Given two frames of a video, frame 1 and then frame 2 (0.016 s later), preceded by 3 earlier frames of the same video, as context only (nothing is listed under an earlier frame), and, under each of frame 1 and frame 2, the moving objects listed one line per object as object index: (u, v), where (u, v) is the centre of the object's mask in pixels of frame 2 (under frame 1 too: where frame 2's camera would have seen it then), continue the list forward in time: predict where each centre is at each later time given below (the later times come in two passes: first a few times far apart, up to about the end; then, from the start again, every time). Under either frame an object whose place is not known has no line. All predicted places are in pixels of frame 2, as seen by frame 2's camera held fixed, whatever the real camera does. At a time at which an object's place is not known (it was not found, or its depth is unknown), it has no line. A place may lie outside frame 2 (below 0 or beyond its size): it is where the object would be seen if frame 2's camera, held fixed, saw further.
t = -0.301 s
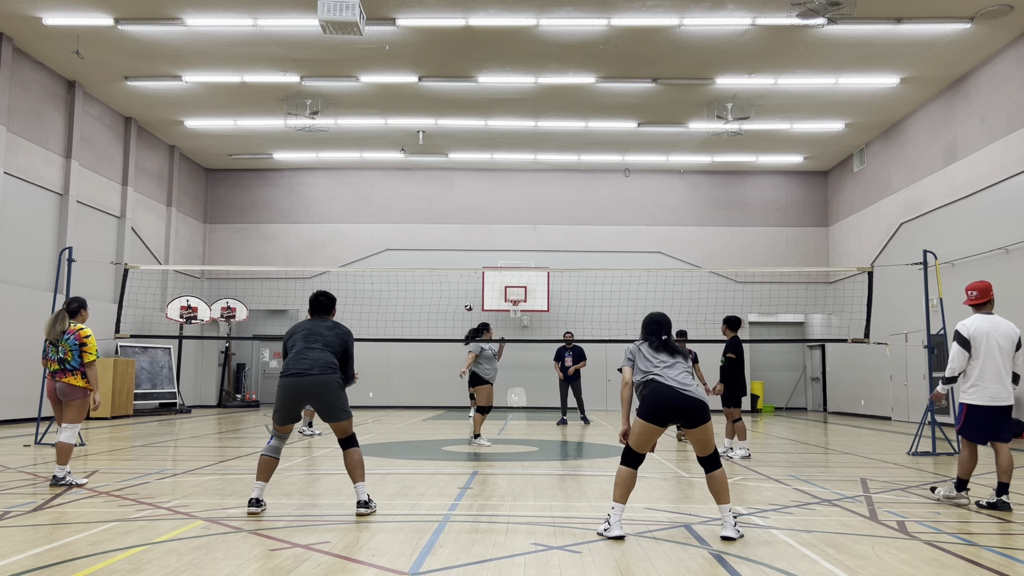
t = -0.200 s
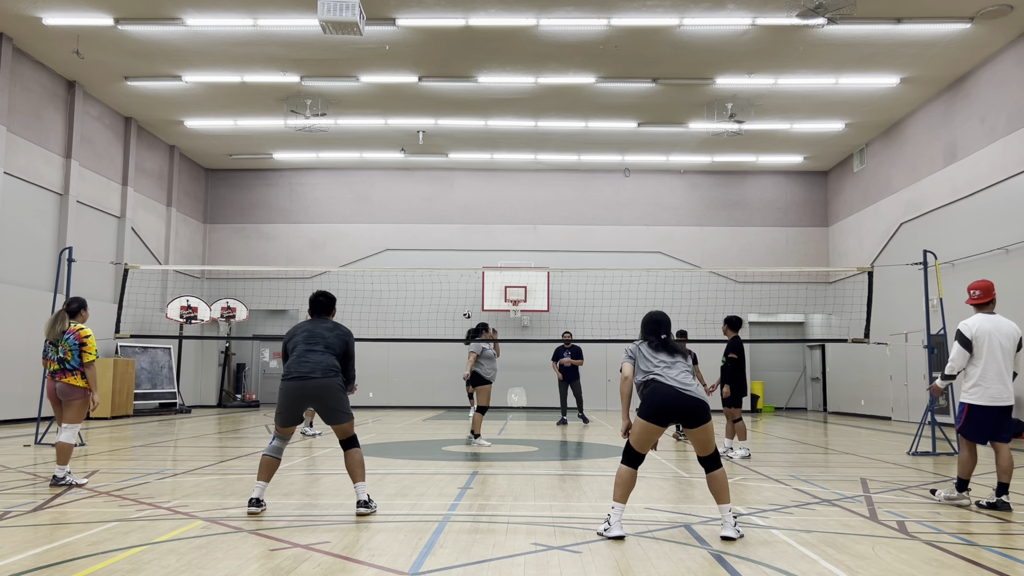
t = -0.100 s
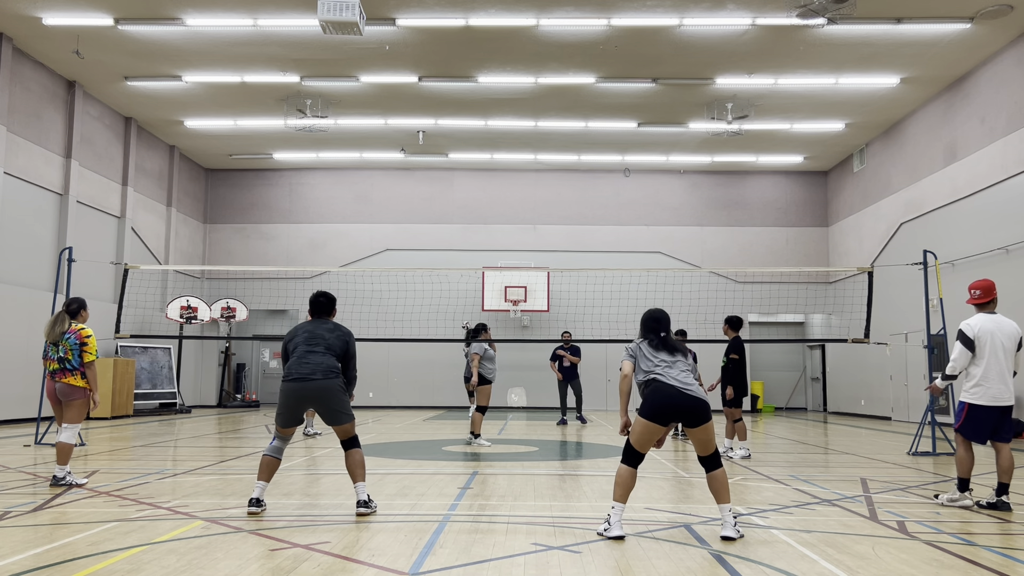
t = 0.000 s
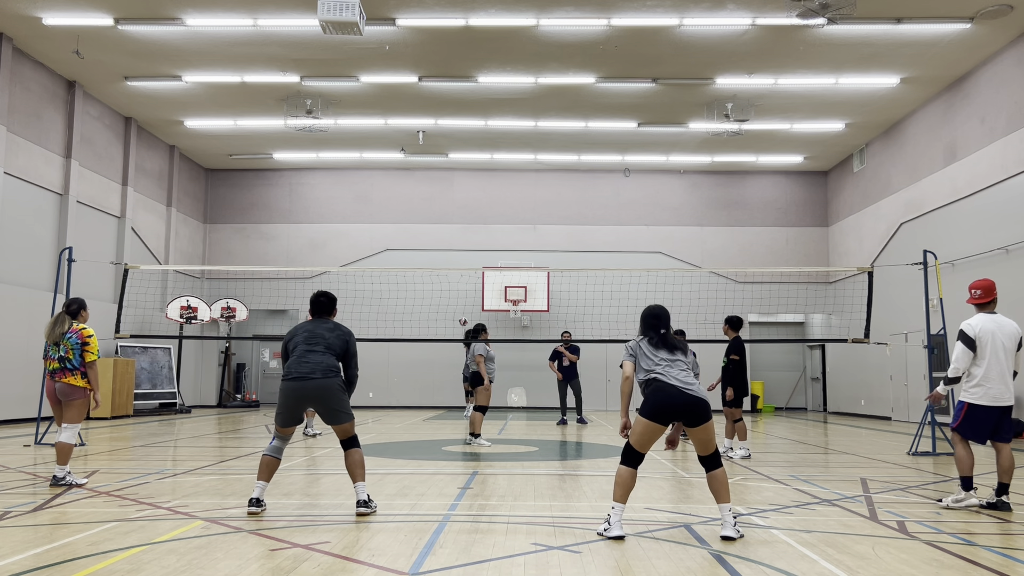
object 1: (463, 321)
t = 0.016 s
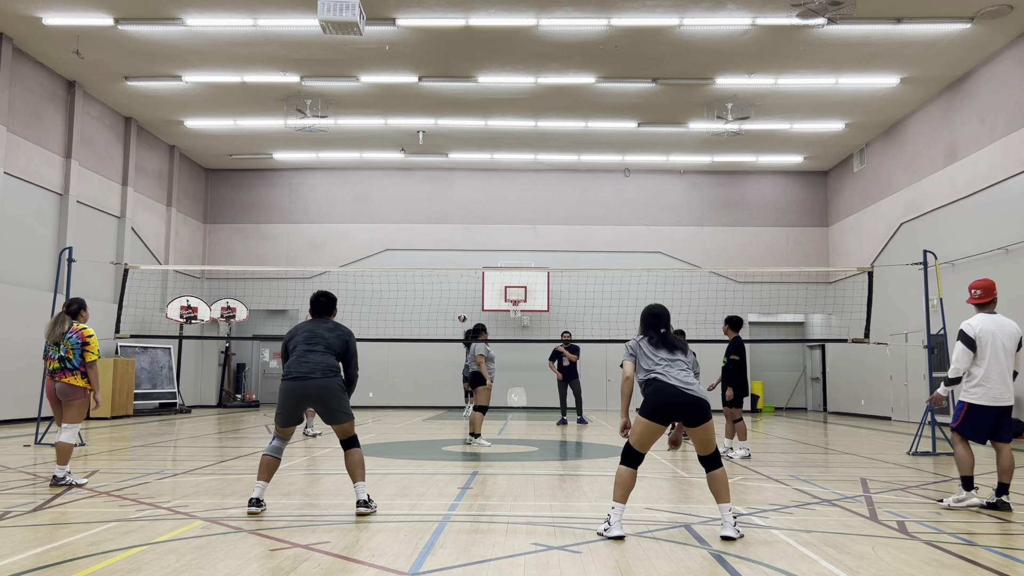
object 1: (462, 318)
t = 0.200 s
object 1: (455, 280)
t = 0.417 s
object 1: (447, 243)
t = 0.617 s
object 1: (440, 223)
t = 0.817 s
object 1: (433, 223)
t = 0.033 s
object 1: (462, 314)
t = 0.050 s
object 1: (461, 311)
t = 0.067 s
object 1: (460, 307)
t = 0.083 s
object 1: (460, 303)
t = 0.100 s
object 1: (459, 300)
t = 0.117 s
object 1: (458, 296)
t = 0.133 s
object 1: (458, 293)
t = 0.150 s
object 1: (457, 290)
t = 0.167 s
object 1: (456, 286)
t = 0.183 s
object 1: (456, 283)
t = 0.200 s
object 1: (455, 280)
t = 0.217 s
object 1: (455, 277)
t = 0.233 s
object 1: (454, 275)
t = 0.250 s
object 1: (454, 273)
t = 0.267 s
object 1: (453, 265)
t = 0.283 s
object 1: (452, 264)
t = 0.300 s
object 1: (452, 262)
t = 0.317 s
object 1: (451, 259)
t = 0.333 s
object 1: (450, 256)
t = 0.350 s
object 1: (450, 253)
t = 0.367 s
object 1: (449, 250)
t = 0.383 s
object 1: (449, 248)
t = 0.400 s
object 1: (448, 245)
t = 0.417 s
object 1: (447, 243)
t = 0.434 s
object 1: (446, 241)
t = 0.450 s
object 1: (446, 239)
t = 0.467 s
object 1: (446, 237)
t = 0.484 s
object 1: (445, 234)
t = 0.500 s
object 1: (444, 233)
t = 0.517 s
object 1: (444, 231)
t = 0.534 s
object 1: (443, 229)
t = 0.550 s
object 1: (443, 228)
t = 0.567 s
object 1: (442, 226)
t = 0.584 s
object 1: (441, 225)
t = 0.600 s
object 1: (441, 224)
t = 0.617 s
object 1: (440, 223)
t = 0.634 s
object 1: (440, 222)
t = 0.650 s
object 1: (439, 221)
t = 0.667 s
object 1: (439, 220)
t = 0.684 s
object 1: (438, 220)
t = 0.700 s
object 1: (438, 219)
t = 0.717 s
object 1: (437, 219)
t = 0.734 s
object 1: (437, 219)
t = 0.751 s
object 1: (436, 220)
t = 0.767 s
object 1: (435, 220)
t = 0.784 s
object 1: (435, 221)
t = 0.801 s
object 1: (434, 222)
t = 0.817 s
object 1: (433, 223)
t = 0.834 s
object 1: (432, 225)
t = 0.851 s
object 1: (431, 227)
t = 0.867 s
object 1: (430, 229)
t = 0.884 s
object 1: (429, 232)
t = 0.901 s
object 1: (428, 235)
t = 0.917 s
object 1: (427, 239)
